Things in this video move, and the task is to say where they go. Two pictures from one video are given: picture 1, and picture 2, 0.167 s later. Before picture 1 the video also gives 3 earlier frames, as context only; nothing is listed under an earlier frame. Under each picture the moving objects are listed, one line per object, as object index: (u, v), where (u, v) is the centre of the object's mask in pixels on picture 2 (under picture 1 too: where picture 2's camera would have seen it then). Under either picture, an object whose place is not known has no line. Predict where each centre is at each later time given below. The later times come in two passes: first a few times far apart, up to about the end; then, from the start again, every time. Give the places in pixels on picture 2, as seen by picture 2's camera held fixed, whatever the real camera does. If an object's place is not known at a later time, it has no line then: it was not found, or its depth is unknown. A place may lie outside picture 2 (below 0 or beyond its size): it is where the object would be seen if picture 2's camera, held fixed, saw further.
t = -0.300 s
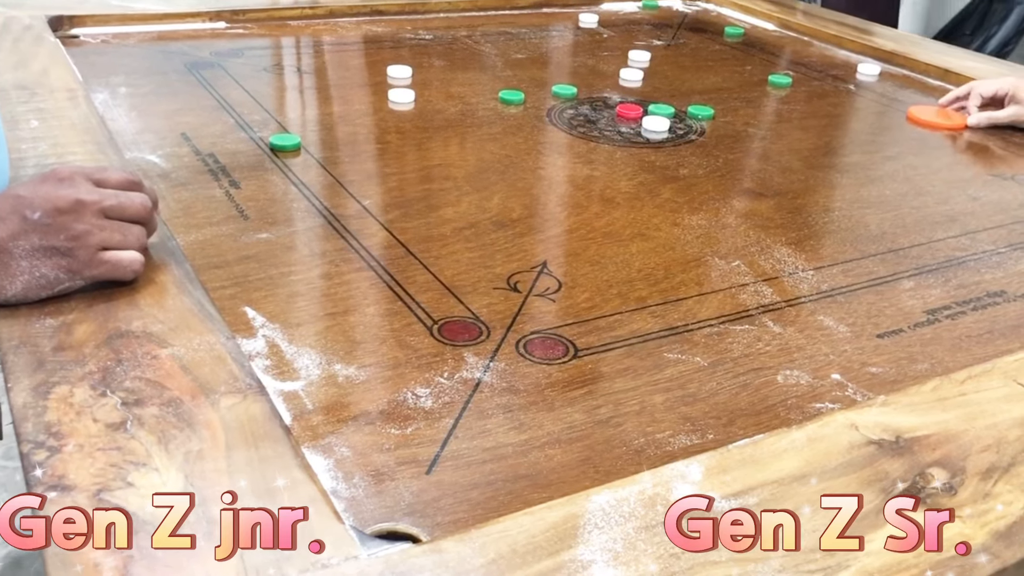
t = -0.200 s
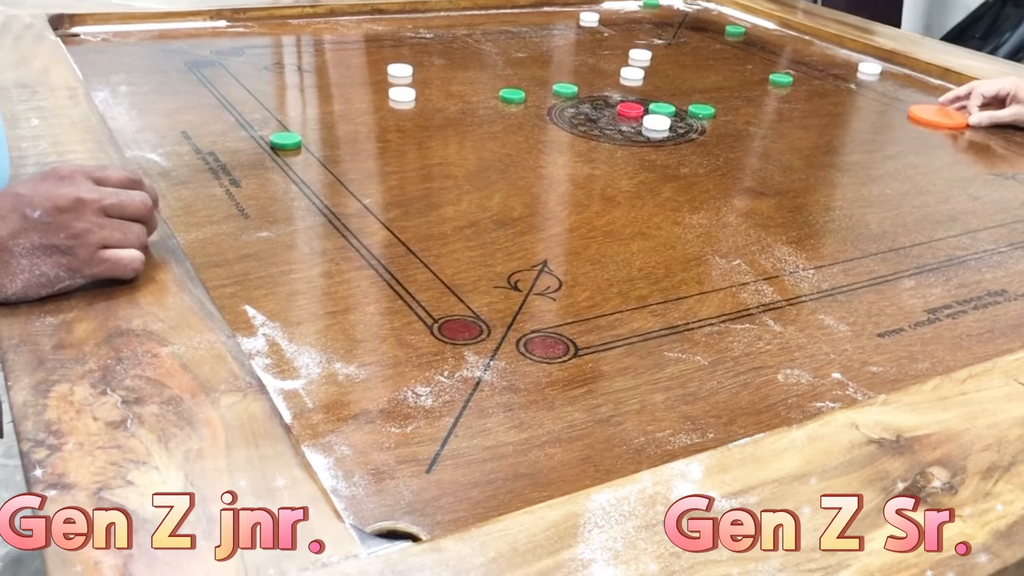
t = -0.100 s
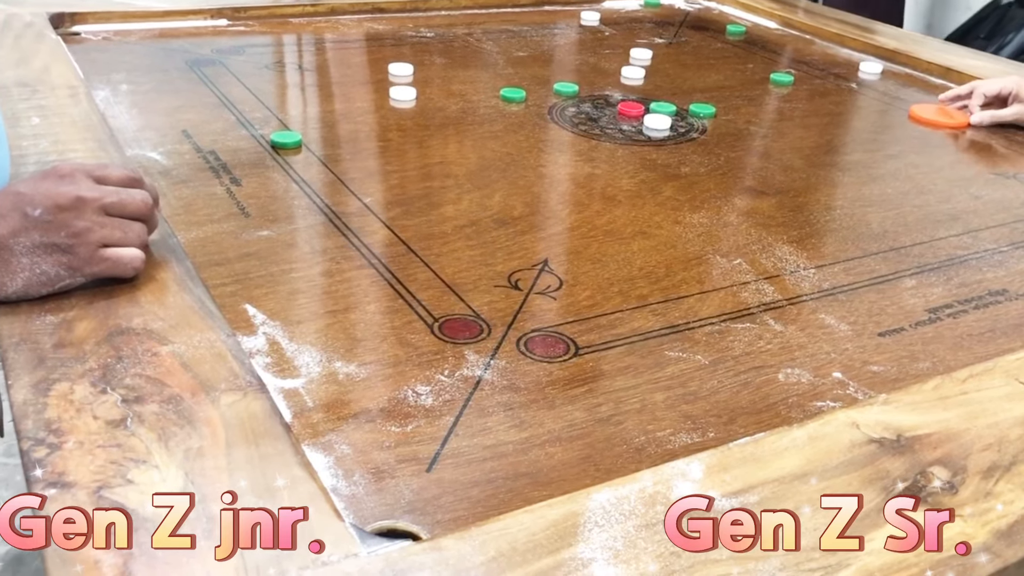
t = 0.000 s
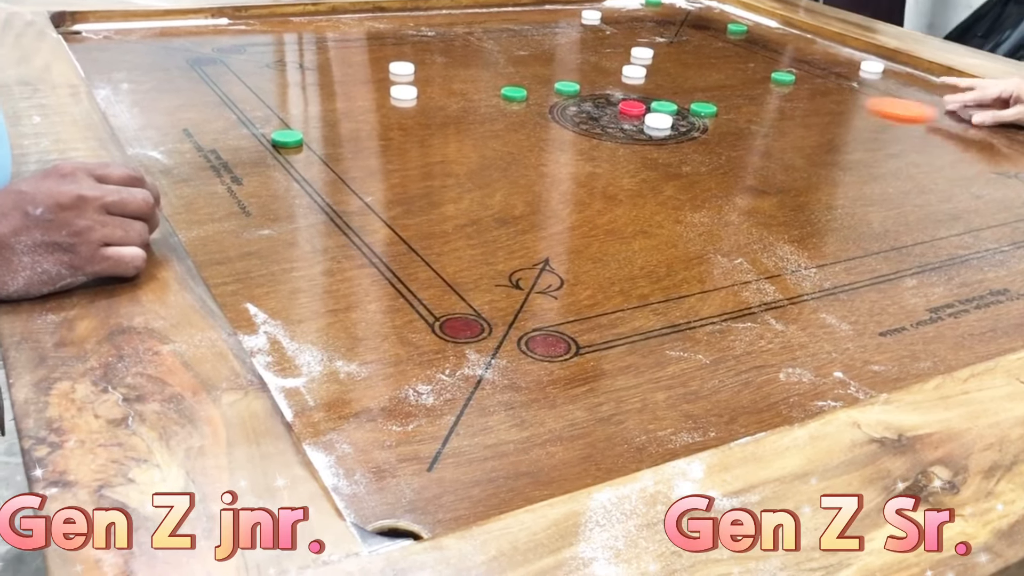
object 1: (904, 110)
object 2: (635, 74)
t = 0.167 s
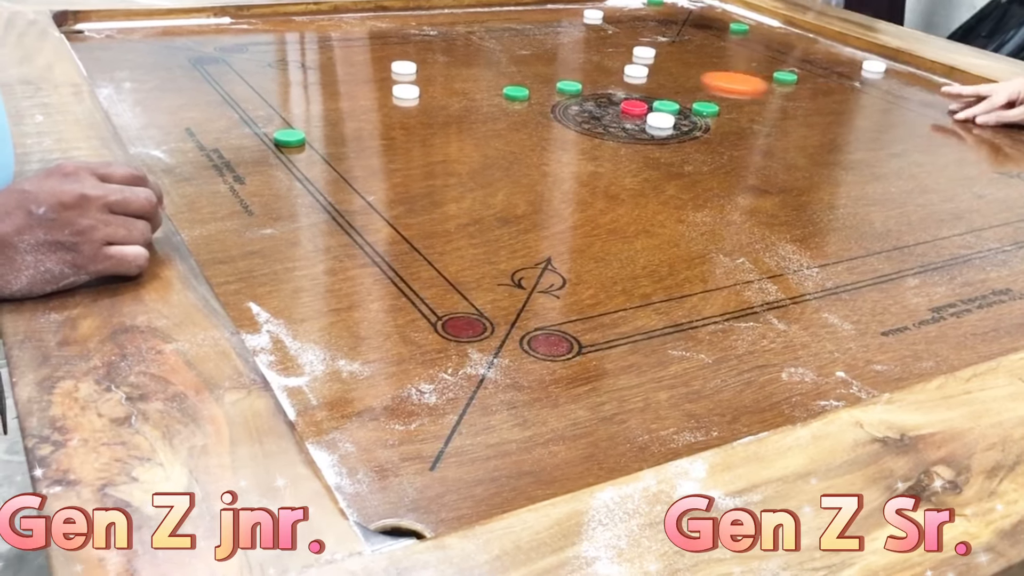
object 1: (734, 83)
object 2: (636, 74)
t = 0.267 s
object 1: (659, 72)
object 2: (600, 70)
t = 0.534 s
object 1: (547, 51)
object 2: (307, 44)
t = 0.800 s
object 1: (486, 40)
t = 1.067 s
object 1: (469, 37)
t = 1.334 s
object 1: (468, 37)
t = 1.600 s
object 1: (468, 37)
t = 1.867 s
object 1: (468, 36)
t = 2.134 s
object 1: (468, 37)
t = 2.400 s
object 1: (468, 37)
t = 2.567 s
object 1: (468, 37)
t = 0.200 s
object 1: (706, 79)
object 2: (635, 74)
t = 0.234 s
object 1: (678, 75)
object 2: (634, 73)
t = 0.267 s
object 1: (659, 72)
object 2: (600, 70)
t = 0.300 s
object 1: (641, 68)
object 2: (561, 65)
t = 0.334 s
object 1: (623, 65)
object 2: (522, 62)
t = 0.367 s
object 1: (609, 62)
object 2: (485, 59)
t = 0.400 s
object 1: (596, 59)
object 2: (447, 56)
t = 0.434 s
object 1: (582, 57)
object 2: (411, 53)
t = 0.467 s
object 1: (570, 55)
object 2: (376, 50)
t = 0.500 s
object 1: (558, 53)
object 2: (341, 47)
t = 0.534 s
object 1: (547, 51)
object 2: (307, 44)
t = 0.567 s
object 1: (537, 49)
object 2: (273, 41)
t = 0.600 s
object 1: (528, 48)
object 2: (241, 39)
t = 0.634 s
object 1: (519, 46)
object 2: (209, 36)
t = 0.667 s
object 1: (512, 45)
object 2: (178, 34)
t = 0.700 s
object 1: (504, 43)
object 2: (148, 32)
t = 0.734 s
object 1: (497, 42)
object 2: (121, 30)
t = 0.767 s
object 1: (491, 41)
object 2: (88, 25)
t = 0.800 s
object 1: (486, 40)
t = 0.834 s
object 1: (481, 39)
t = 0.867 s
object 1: (478, 38)
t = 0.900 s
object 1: (475, 38)
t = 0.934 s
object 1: (472, 37)
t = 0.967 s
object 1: (470, 37)
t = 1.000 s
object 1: (469, 37)
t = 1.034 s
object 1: (469, 37)
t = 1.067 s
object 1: (469, 37)
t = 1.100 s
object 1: (468, 37)
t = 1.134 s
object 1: (468, 37)
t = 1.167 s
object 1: (468, 37)
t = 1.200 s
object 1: (468, 37)
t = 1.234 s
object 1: (469, 37)
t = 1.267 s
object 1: (468, 37)
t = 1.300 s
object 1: (468, 37)
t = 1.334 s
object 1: (468, 37)
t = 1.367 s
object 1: (468, 37)
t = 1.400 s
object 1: (468, 37)
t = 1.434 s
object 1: (469, 37)
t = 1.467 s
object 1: (468, 37)
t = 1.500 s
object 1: (468, 37)
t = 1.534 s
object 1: (468, 37)
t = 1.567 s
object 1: (468, 37)
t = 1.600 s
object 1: (468, 37)
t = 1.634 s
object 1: (468, 37)
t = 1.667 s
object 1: (468, 37)
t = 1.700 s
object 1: (468, 37)
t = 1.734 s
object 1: (468, 37)
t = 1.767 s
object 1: (468, 36)
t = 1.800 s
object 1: (468, 36)
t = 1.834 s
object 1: (468, 36)
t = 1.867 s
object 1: (468, 36)
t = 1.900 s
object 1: (468, 36)
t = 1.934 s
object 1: (468, 36)
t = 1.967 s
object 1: (468, 36)
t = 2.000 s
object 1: (468, 37)
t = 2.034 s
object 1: (468, 37)
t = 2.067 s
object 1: (468, 37)
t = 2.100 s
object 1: (468, 37)
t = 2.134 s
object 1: (468, 37)
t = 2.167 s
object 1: (468, 37)
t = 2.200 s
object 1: (468, 37)
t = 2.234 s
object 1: (468, 37)
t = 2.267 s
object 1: (468, 37)
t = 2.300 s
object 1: (468, 37)
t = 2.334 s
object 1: (468, 37)
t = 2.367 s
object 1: (468, 37)
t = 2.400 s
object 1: (468, 37)
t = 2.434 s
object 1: (468, 37)
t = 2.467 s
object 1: (468, 37)
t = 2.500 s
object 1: (468, 37)
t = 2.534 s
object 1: (468, 37)
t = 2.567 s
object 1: (468, 37)
